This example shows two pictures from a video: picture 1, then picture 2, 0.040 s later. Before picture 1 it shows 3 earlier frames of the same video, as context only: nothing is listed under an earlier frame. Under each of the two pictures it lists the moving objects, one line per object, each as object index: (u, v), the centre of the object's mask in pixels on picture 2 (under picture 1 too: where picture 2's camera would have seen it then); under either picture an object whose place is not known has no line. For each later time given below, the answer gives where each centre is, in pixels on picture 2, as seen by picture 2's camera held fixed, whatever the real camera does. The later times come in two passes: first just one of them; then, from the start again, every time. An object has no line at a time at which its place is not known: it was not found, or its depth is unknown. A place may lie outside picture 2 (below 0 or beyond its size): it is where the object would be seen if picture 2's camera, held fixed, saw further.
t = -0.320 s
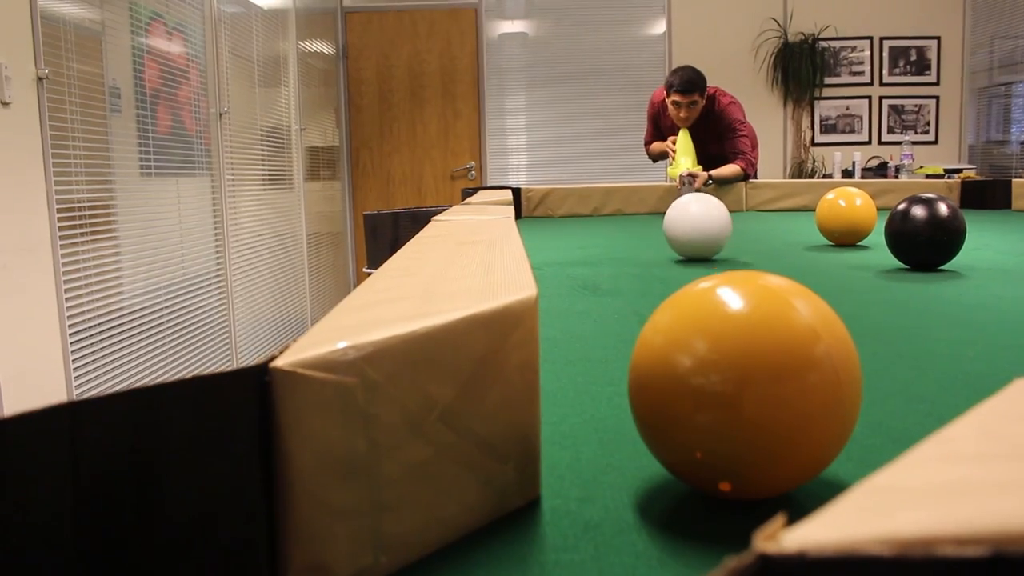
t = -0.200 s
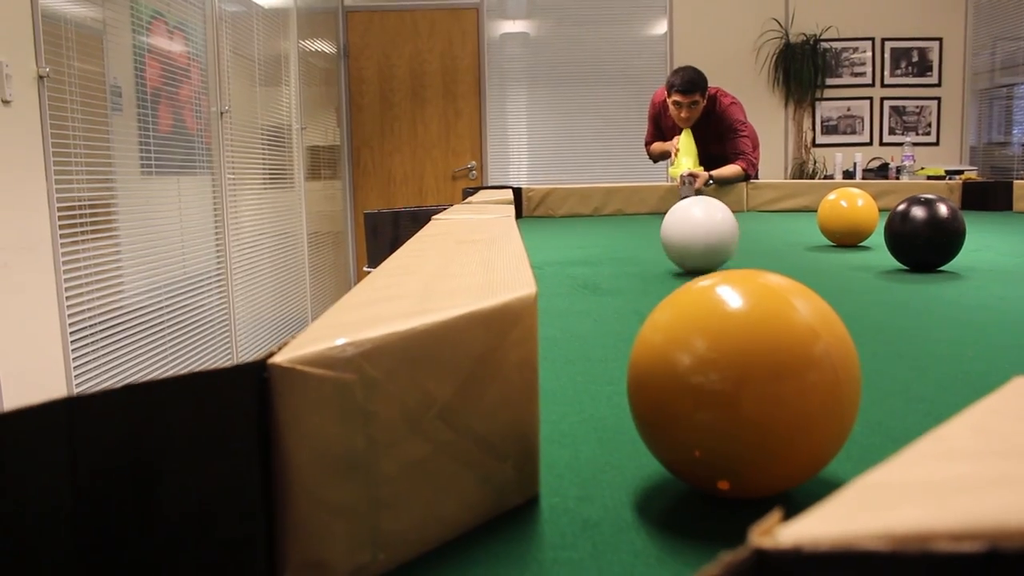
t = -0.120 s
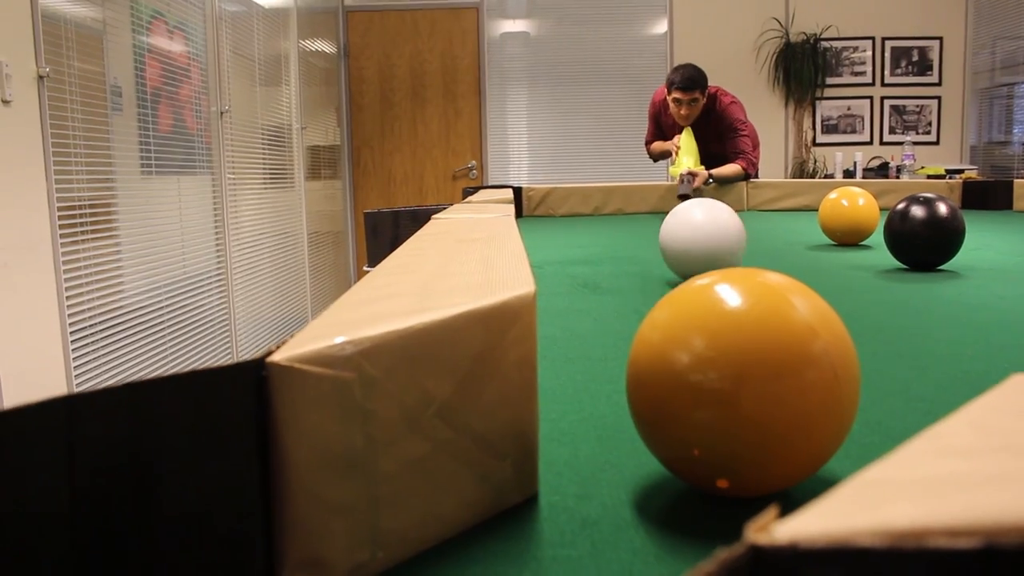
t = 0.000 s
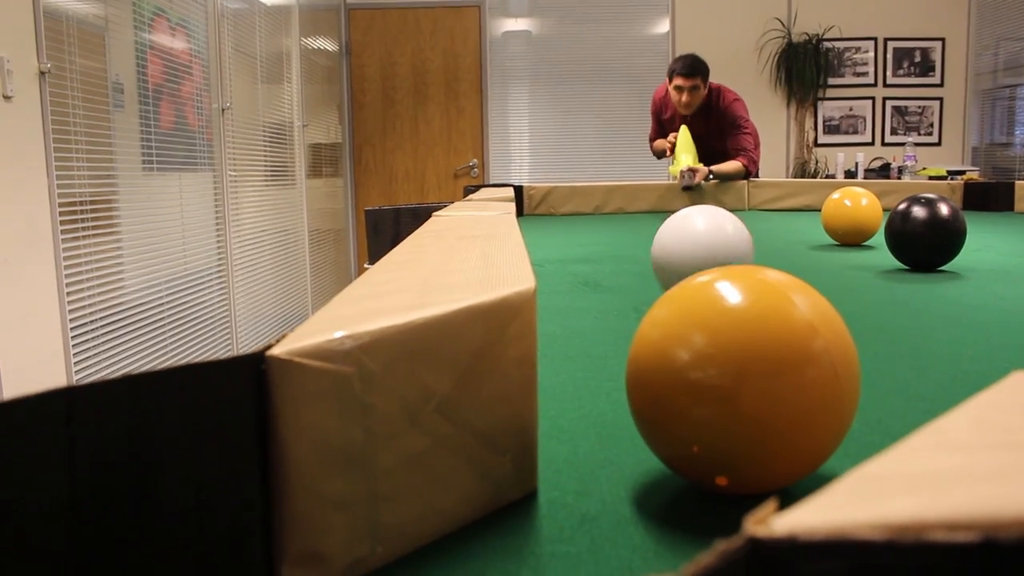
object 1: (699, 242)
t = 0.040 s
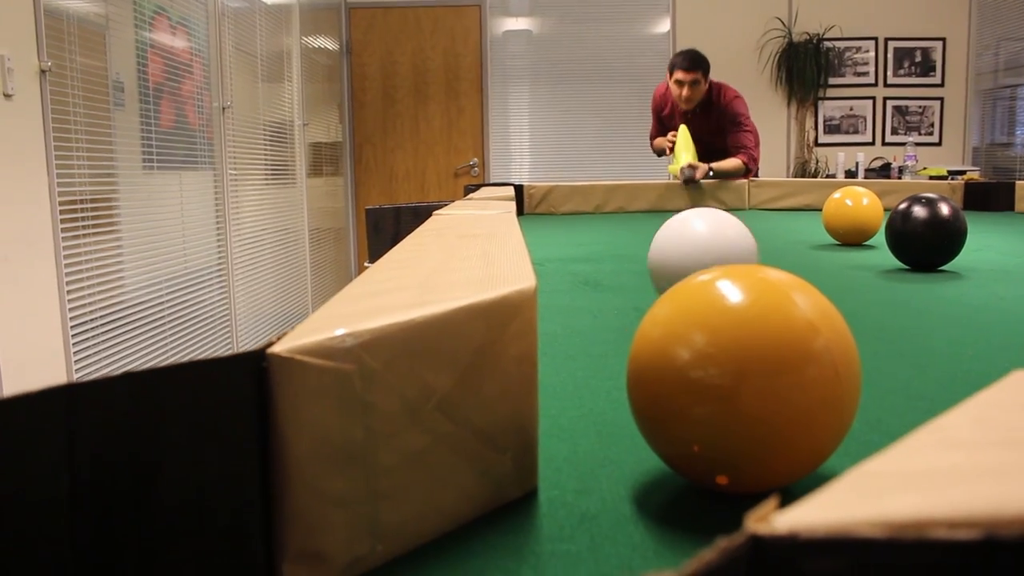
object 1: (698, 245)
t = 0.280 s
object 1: (663, 285)
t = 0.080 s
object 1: (697, 248)
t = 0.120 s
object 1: (694, 251)
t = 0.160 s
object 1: (689, 257)
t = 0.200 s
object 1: (683, 264)
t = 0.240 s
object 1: (674, 275)
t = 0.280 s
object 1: (663, 285)
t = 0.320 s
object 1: (657, 297)
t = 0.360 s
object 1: (653, 316)
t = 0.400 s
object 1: (638, 306)
